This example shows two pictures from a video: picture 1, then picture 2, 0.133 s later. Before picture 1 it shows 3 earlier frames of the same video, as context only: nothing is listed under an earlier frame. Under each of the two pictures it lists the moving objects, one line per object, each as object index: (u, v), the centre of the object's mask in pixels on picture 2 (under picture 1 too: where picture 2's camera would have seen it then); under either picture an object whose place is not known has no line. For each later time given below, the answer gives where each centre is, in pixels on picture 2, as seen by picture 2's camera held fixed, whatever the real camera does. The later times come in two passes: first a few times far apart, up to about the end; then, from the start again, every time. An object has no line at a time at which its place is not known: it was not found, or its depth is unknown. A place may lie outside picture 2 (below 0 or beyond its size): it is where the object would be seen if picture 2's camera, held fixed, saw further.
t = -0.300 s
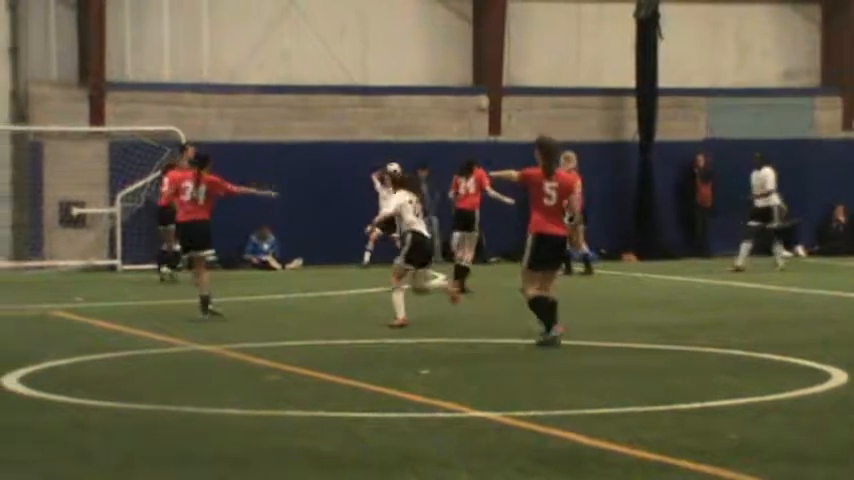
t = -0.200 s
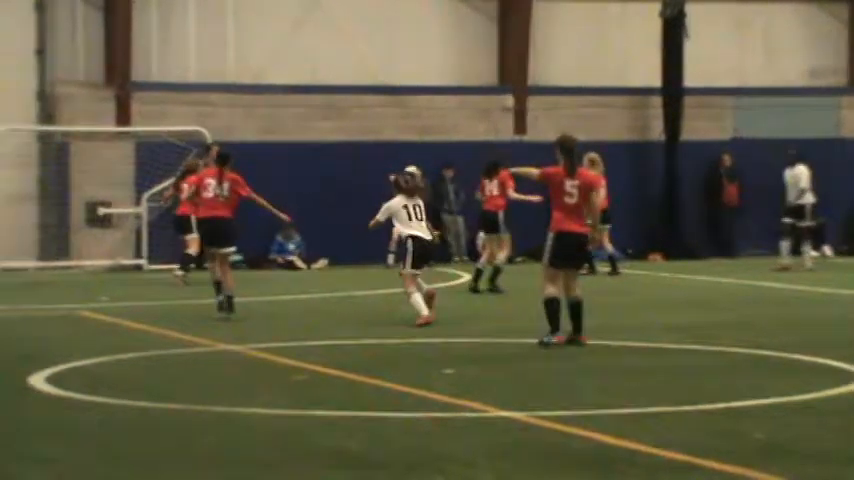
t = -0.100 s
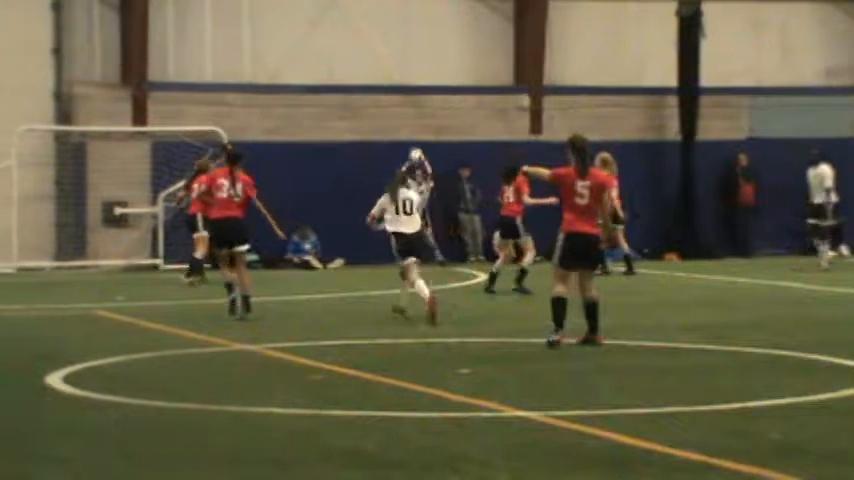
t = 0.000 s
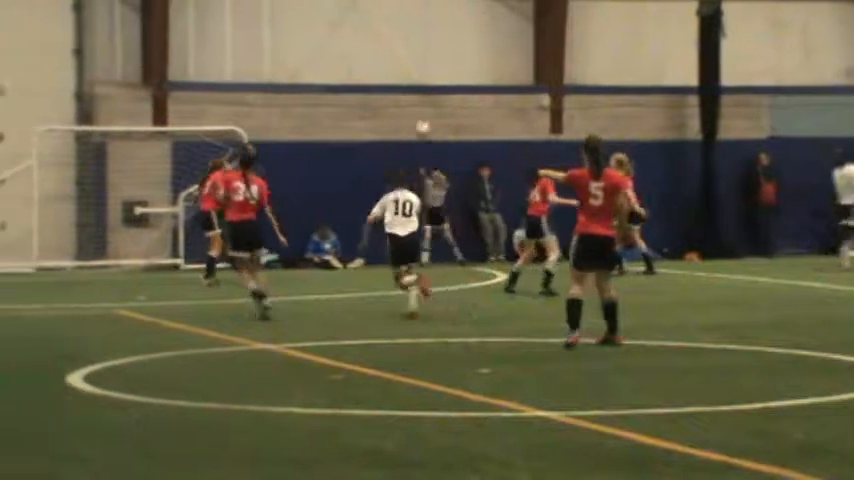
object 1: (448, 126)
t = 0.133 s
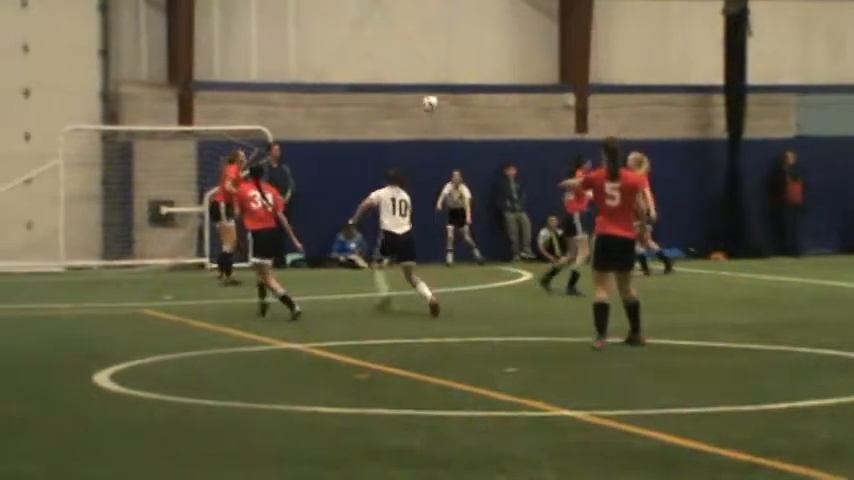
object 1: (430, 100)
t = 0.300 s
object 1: (406, 89)
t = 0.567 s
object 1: (368, 112)
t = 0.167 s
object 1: (425, 96)
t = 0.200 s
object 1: (420, 92)
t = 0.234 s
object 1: (415, 90)
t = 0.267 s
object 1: (411, 89)
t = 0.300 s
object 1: (406, 89)
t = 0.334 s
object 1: (401, 89)
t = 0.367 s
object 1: (397, 89)
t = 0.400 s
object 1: (392, 91)
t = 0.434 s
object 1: (387, 93)
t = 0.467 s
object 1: (382, 96)
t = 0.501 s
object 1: (378, 101)
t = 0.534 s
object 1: (373, 106)
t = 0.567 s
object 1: (368, 112)
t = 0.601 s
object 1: (363, 120)
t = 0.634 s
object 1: (357, 127)
